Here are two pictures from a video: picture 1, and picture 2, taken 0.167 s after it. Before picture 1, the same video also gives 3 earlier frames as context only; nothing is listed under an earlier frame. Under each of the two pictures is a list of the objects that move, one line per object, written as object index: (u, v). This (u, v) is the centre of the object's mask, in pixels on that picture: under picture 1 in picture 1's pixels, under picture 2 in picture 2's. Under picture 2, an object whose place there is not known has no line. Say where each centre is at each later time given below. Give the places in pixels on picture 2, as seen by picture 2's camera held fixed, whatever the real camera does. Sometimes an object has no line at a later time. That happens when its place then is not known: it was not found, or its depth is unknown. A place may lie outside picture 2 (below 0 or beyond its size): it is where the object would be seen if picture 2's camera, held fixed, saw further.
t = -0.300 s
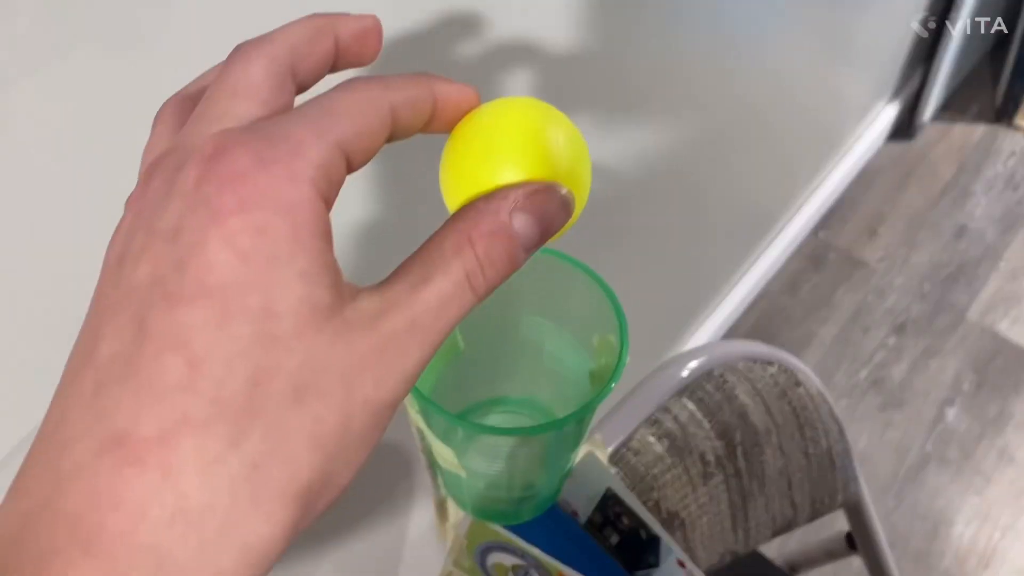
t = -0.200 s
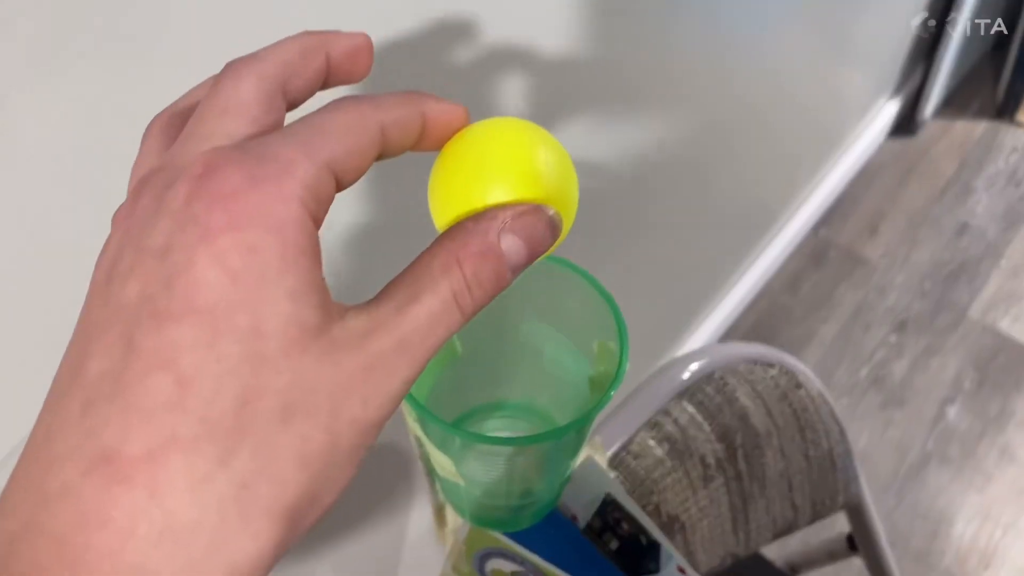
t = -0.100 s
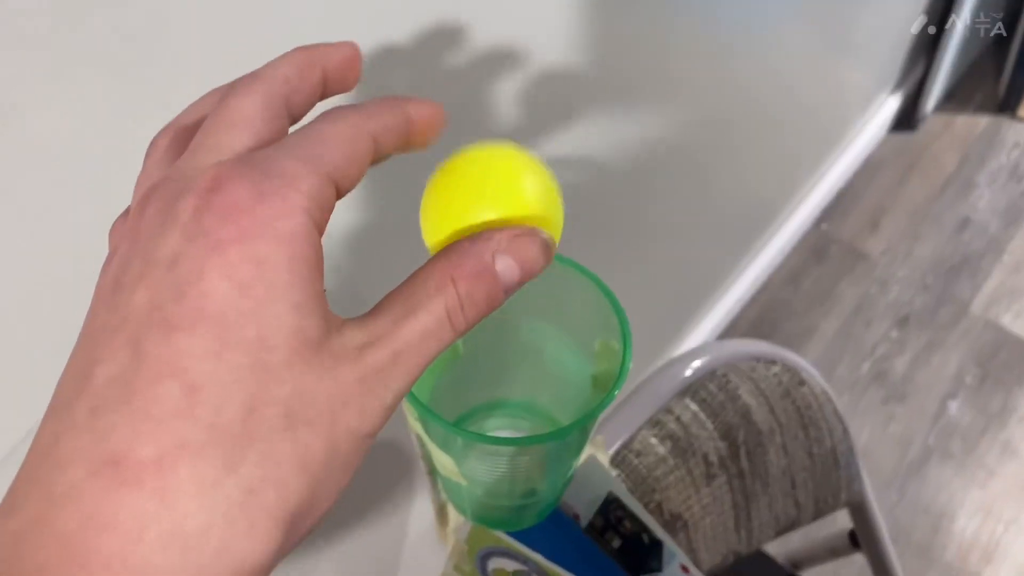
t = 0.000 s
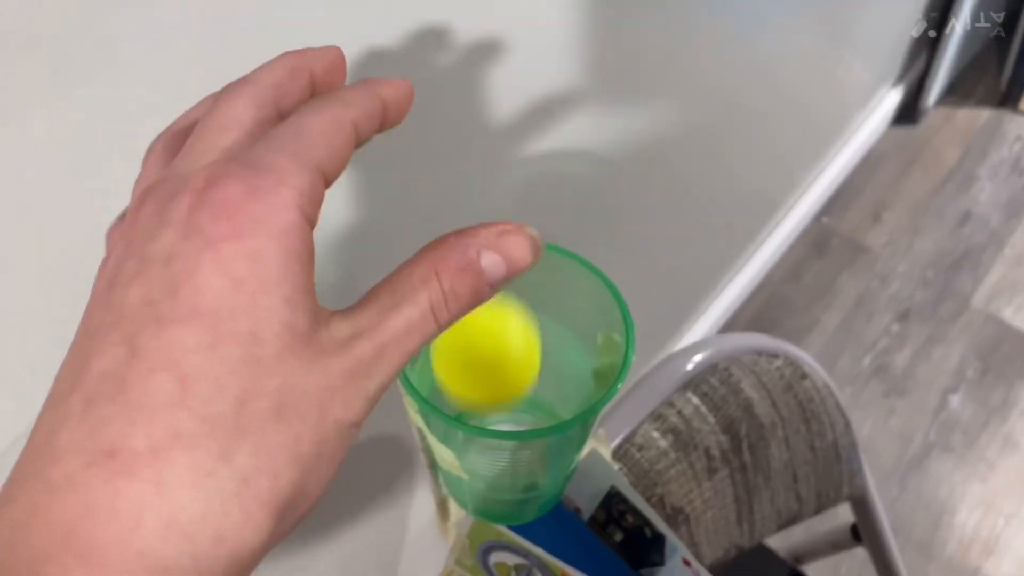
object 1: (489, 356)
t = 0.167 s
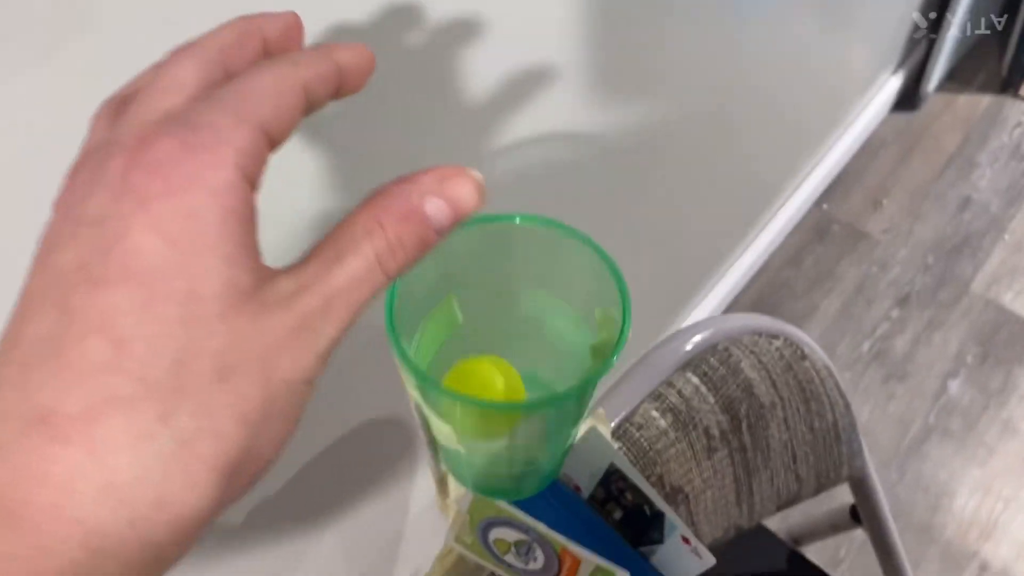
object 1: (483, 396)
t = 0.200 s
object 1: (496, 418)
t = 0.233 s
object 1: (508, 432)
